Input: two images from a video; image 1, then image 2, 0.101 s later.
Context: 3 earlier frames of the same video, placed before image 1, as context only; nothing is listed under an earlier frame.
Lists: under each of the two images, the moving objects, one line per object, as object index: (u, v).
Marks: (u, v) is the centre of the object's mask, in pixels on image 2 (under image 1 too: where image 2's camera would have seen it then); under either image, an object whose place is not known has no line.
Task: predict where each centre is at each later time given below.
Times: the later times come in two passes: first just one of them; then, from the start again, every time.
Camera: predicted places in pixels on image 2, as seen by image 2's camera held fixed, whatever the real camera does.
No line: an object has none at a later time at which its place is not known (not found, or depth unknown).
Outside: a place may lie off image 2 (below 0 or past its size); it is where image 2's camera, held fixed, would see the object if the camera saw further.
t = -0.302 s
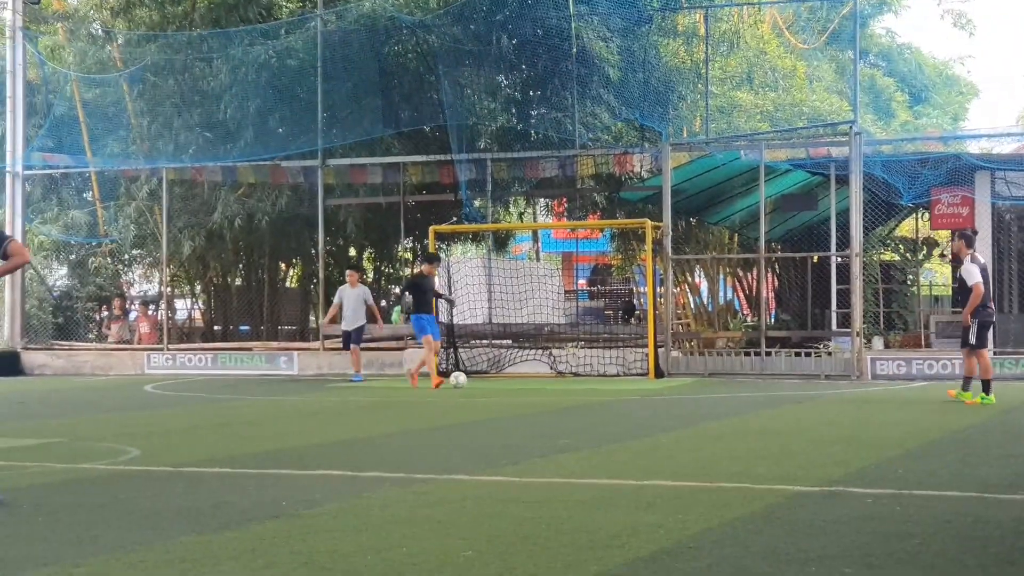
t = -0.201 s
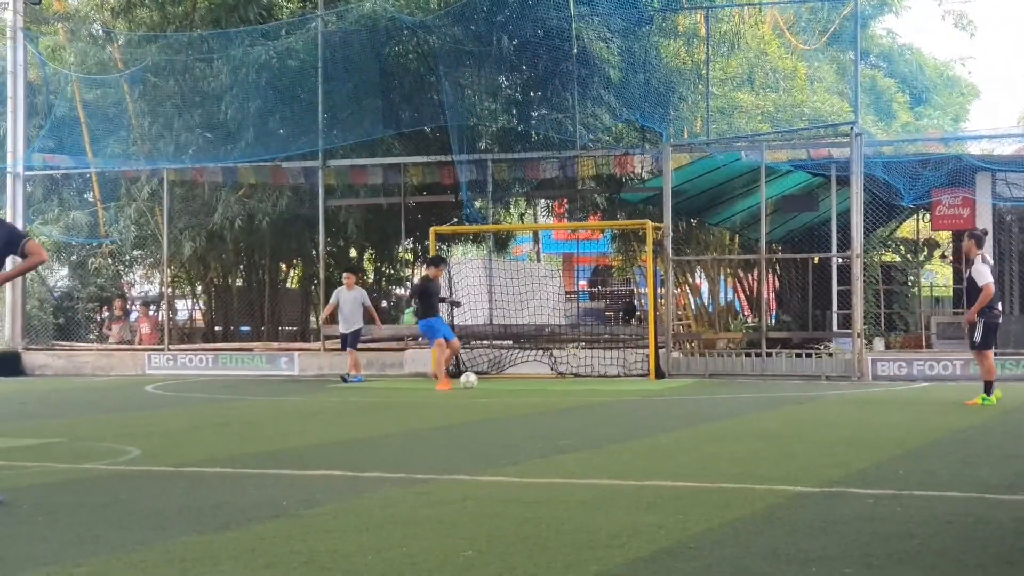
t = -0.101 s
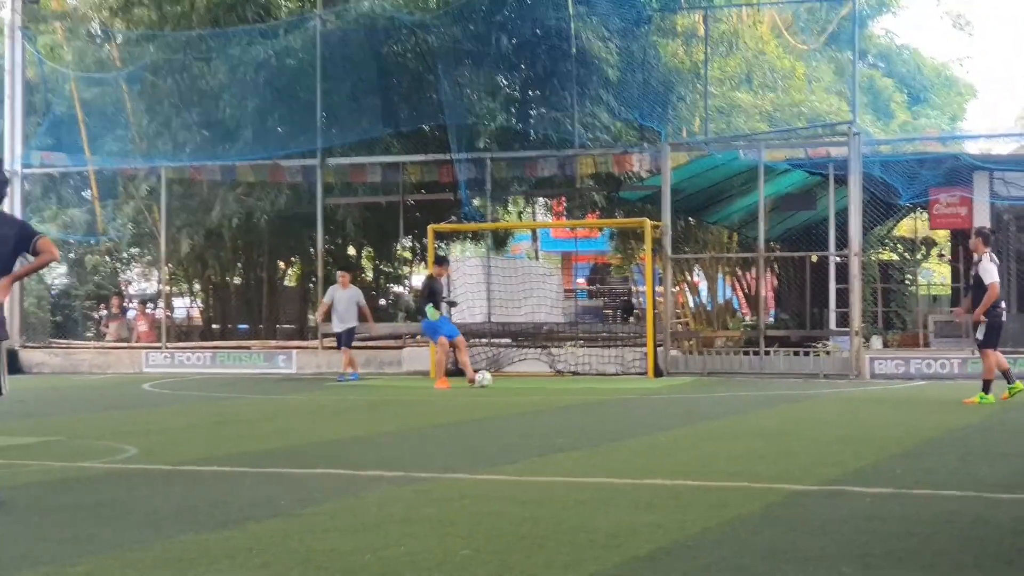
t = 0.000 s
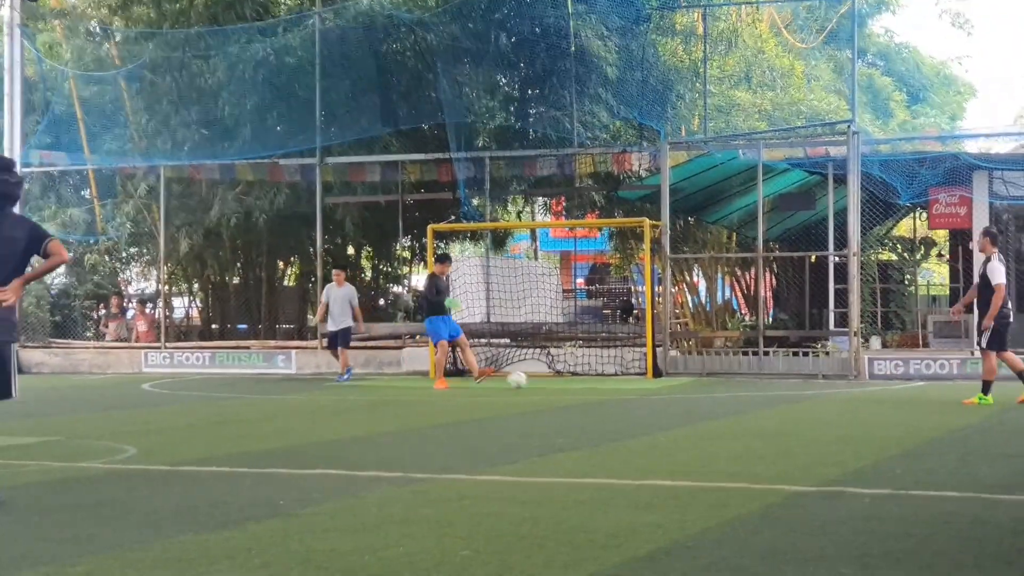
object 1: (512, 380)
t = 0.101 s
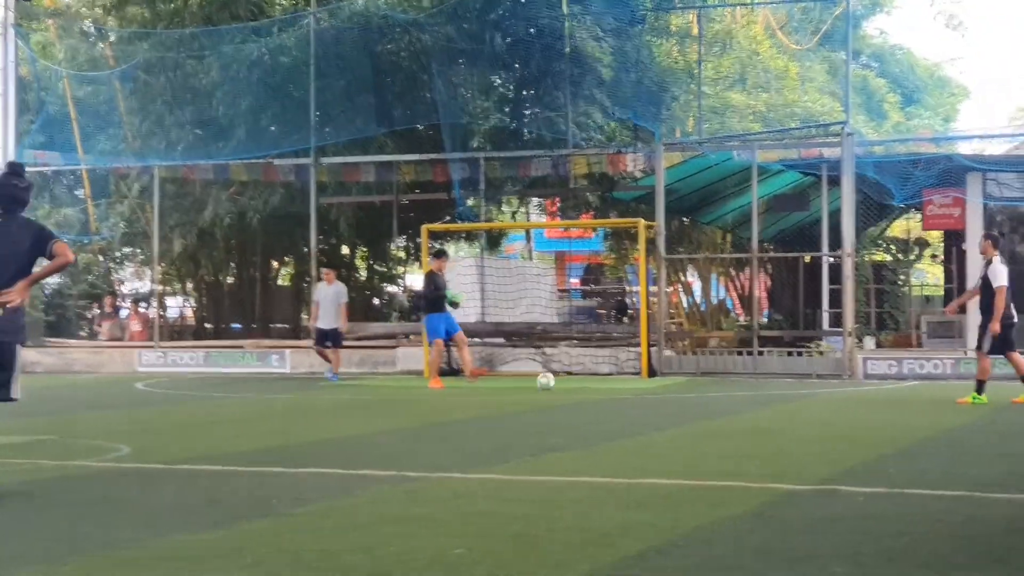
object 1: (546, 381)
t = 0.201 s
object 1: (577, 383)
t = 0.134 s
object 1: (556, 382)
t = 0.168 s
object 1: (567, 383)
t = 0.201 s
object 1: (577, 383)
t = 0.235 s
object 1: (586, 383)
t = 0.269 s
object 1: (595, 383)
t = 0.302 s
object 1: (604, 384)
